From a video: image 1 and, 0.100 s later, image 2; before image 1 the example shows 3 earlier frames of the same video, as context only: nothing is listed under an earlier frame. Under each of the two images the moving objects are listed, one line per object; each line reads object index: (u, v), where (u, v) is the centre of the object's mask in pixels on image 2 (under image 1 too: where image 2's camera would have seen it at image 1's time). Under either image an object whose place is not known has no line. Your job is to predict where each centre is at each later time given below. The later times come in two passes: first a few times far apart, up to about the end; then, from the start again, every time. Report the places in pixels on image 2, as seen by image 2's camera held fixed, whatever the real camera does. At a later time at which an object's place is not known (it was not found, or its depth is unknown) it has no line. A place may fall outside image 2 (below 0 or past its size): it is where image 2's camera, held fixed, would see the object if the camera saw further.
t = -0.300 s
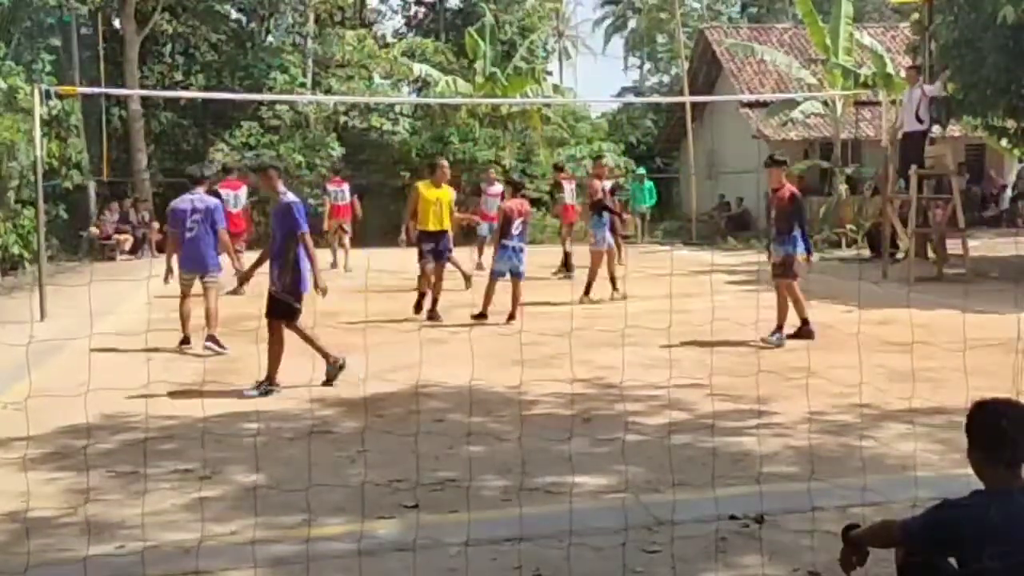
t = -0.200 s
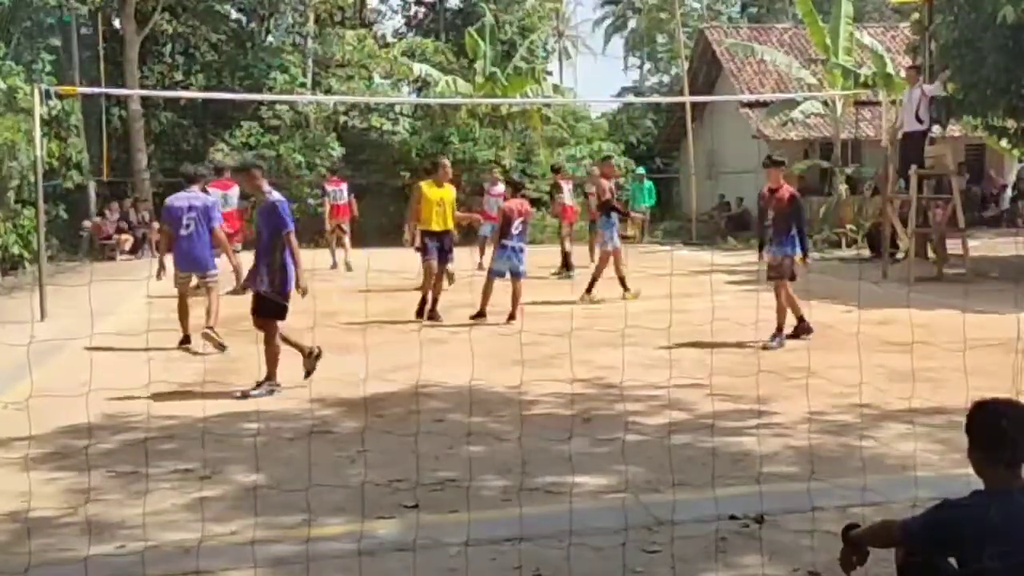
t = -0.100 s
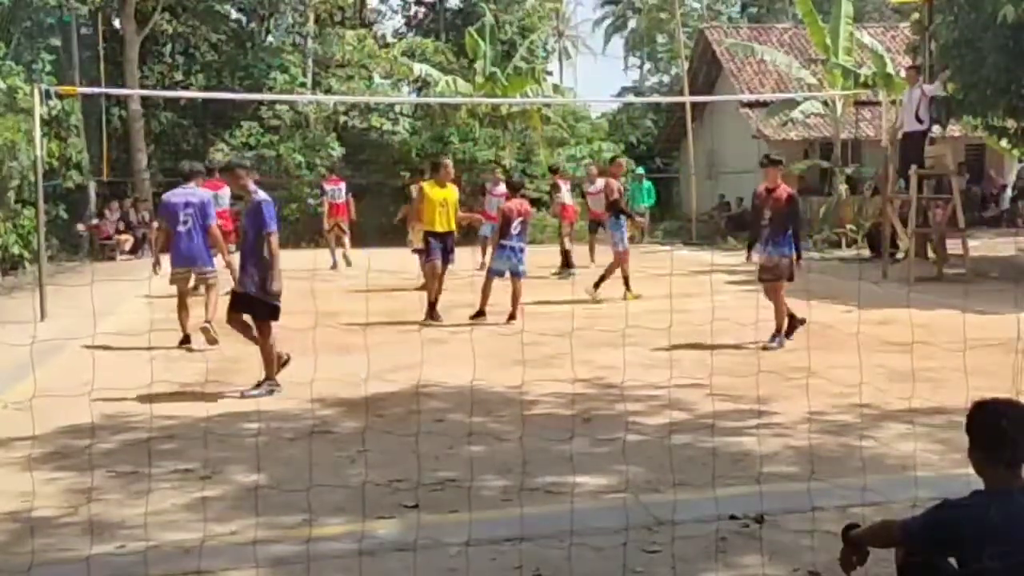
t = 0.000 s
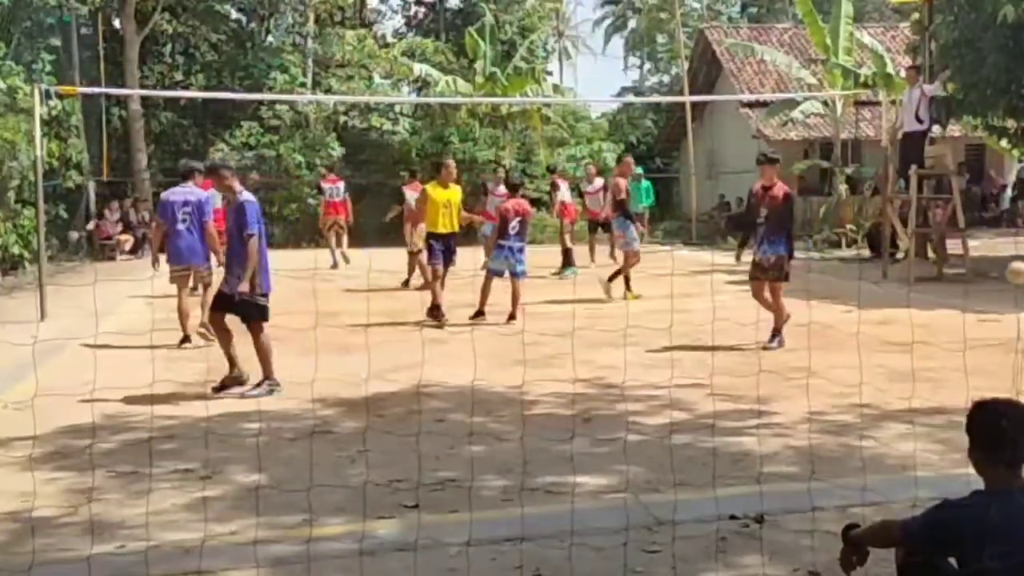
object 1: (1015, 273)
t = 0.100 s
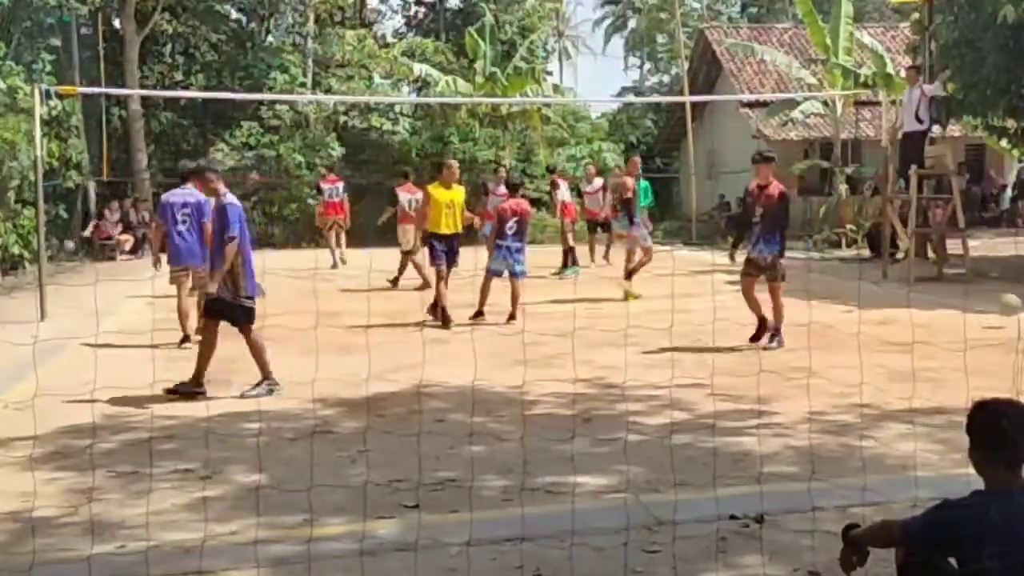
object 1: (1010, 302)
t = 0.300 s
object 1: (992, 286)
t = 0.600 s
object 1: (959, 310)
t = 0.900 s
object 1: (918, 335)
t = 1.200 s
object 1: (871, 382)
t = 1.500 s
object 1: (818, 388)
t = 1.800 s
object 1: (753, 425)
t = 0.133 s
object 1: (1004, 319)
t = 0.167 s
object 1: (1002, 312)
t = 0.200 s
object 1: (1000, 304)
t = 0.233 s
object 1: (998, 296)
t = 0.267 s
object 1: (995, 292)
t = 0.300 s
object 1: (992, 286)
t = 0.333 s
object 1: (988, 284)
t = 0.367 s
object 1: (985, 284)
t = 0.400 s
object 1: (982, 283)
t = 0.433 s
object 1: (979, 283)
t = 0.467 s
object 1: (976, 284)
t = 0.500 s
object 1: (972, 286)
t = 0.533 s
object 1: (969, 294)
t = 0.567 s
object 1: (964, 301)
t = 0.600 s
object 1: (959, 310)
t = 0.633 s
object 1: (954, 319)
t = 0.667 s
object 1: (948, 333)
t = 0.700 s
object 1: (945, 345)
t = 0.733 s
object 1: (941, 353)
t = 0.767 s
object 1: (936, 348)
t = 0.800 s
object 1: (931, 343)
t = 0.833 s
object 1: (927, 339)
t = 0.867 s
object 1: (923, 336)
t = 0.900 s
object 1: (918, 335)
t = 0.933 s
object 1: (913, 336)
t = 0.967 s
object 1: (908, 338)
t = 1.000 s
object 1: (903, 343)
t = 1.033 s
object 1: (898, 348)
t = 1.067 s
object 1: (893, 356)
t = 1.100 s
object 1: (887, 364)
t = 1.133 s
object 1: (881, 375)
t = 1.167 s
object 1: (875, 389)
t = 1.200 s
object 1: (871, 382)
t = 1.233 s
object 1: (866, 375)
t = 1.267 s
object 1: (860, 371)
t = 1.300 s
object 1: (855, 367)
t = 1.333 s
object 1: (850, 366)
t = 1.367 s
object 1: (844, 367)
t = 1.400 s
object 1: (838, 368)
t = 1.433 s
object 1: (832, 372)
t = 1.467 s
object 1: (825, 378)
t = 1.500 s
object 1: (818, 388)
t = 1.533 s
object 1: (812, 398)
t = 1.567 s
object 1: (806, 410)
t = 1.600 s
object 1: (799, 426)
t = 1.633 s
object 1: (792, 431)
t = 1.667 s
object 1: (783, 426)
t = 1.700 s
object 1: (776, 422)
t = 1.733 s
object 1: (768, 421)
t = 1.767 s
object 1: (761, 422)
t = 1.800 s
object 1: (753, 425)
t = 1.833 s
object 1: (744, 431)
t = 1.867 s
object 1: (735, 440)
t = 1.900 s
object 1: (727, 450)
